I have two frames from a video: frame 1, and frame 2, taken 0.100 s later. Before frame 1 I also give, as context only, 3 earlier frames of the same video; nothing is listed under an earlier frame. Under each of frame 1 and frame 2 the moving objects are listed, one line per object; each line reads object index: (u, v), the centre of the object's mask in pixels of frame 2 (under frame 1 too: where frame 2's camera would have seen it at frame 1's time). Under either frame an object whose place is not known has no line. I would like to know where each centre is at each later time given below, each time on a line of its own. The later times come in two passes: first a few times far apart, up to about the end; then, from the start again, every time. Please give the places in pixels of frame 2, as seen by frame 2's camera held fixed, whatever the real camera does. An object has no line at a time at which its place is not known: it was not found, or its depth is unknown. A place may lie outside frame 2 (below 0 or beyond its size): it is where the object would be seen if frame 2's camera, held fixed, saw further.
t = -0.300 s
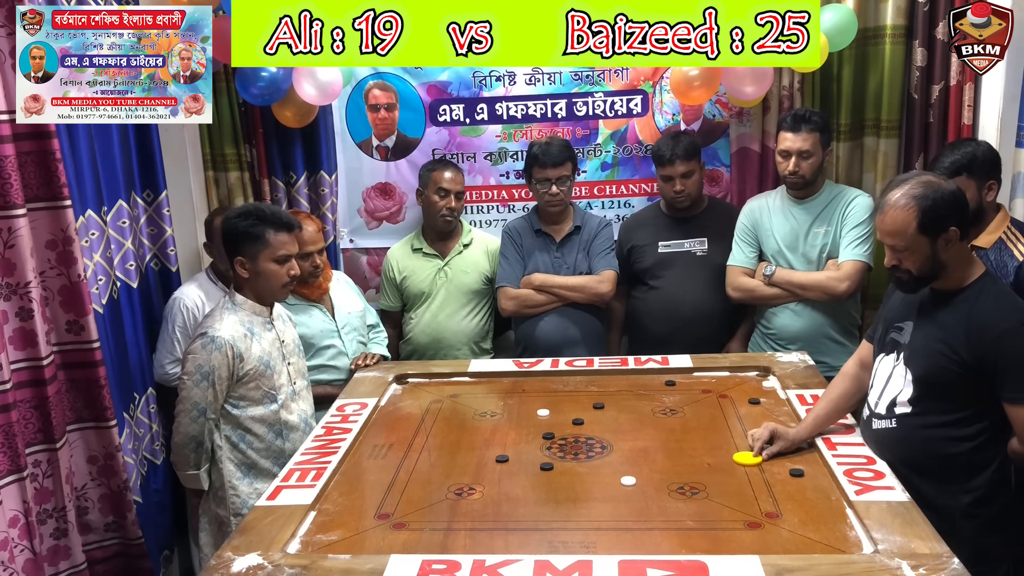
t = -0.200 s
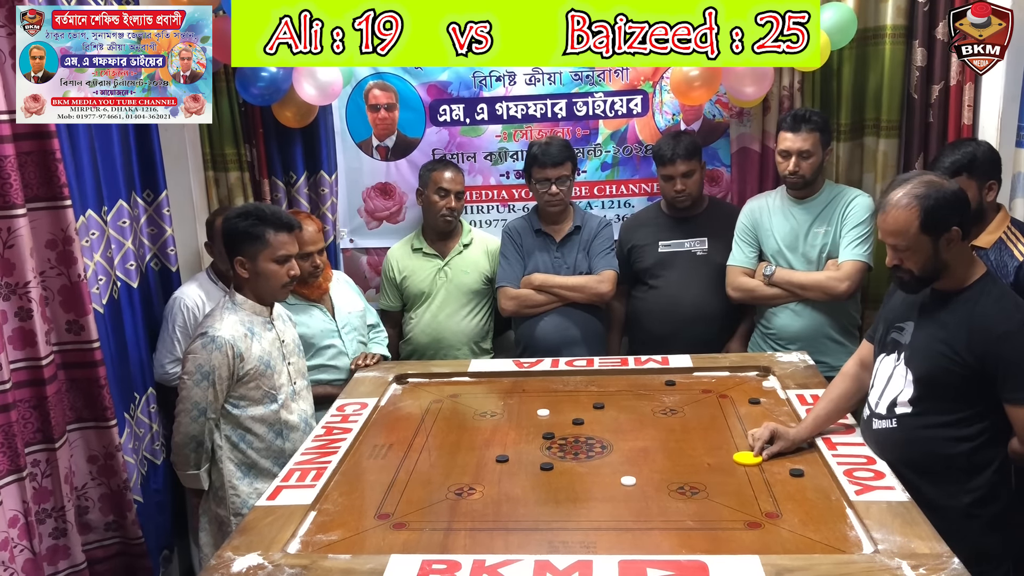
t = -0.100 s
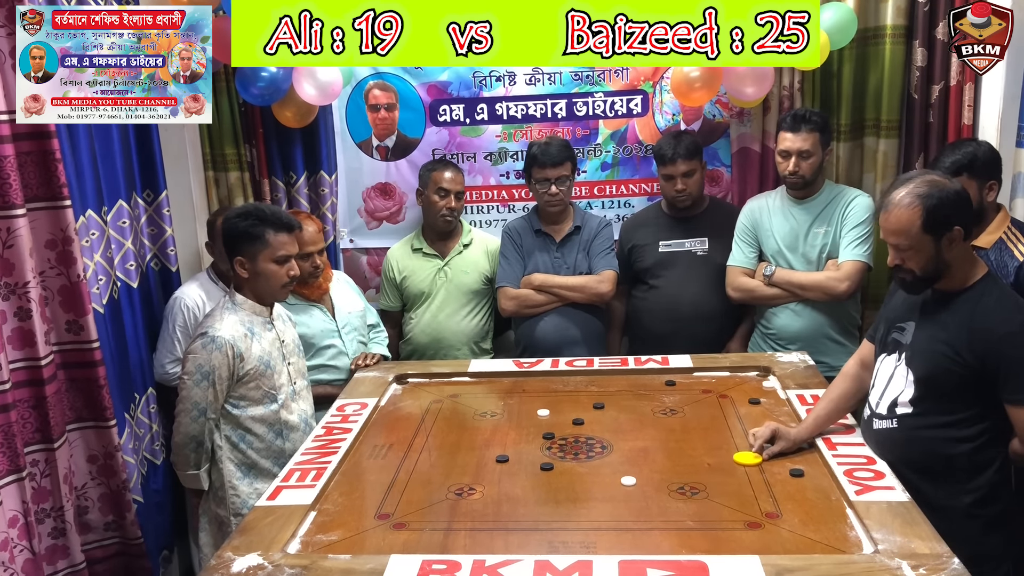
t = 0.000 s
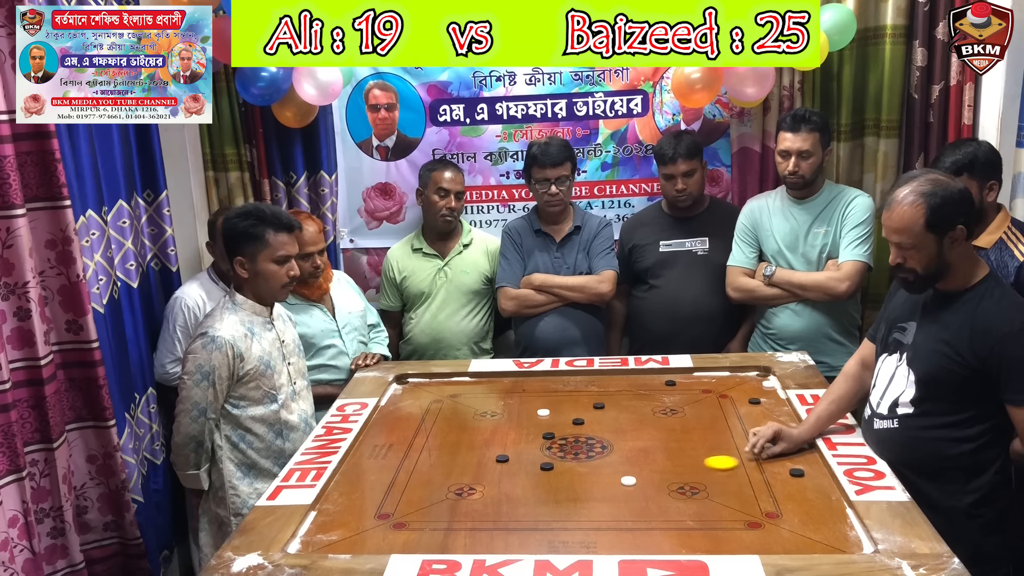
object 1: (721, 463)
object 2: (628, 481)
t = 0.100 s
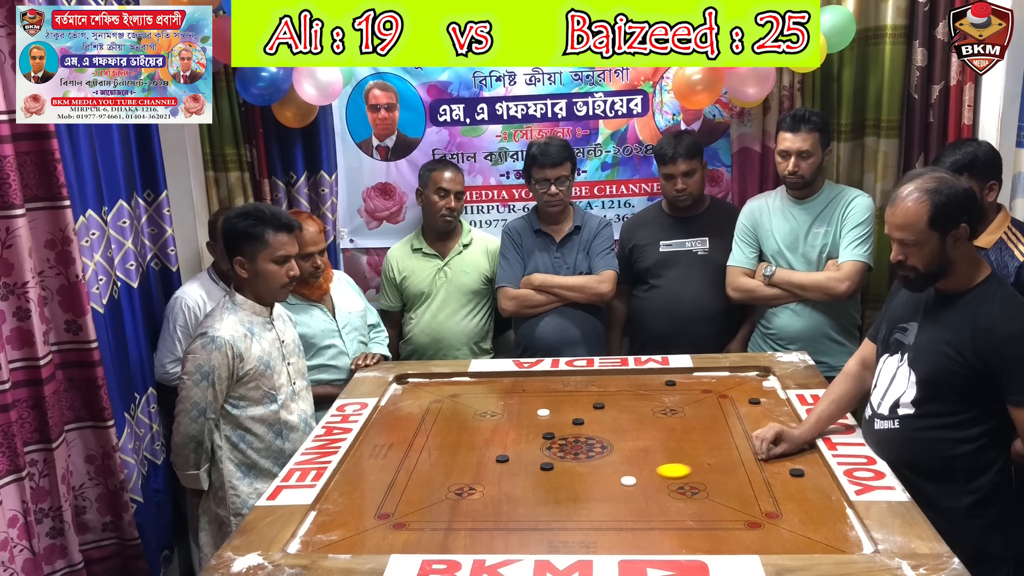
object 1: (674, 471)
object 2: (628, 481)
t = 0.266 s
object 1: (616, 480)
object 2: (560, 497)
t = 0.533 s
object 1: (558, 489)
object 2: (398, 539)
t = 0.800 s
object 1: (528, 493)
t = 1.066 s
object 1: (524, 494)
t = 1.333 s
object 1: (524, 494)
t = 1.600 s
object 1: (524, 494)
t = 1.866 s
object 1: (524, 494)
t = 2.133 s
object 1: (524, 494)
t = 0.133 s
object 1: (658, 473)
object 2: (628, 481)
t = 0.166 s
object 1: (645, 476)
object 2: (622, 482)
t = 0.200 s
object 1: (634, 477)
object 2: (601, 487)
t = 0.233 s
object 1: (625, 479)
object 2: (581, 492)
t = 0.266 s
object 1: (616, 480)
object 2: (560, 497)
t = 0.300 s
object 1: (607, 481)
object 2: (539, 503)
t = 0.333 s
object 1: (599, 482)
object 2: (519, 508)
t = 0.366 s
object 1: (591, 484)
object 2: (498, 514)
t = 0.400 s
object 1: (583, 485)
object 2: (478, 519)
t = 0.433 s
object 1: (576, 486)
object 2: (458, 524)
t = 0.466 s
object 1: (570, 487)
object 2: (438, 529)
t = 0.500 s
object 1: (563, 488)
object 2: (418, 534)
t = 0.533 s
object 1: (558, 489)
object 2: (398, 539)
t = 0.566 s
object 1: (552, 489)
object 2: (379, 544)
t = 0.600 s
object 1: (547, 490)
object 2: (361, 549)
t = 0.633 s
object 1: (543, 491)
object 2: (343, 552)
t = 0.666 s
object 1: (539, 492)
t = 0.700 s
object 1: (536, 492)
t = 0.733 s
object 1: (533, 493)
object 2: (304, 552)
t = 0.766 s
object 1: (530, 493)
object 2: (298, 553)
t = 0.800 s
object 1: (528, 493)
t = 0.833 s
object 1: (526, 494)
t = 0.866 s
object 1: (525, 494)
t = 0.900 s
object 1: (524, 494)
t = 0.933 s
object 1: (524, 494)
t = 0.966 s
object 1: (524, 494)
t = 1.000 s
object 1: (524, 494)
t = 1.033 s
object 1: (524, 494)
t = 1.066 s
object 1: (524, 494)
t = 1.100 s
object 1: (524, 494)
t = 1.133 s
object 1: (524, 494)
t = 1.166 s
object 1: (524, 494)
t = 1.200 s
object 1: (524, 494)
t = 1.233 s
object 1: (524, 494)
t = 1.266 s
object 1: (524, 494)
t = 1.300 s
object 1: (524, 494)
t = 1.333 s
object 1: (524, 494)
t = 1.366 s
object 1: (524, 494)
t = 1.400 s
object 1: (524, 494)
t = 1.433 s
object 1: (524, 494)
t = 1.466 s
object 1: (524, 494)
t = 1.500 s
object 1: (524, 494)
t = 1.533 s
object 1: (524, 494)
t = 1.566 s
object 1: (524, 494)
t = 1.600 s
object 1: (524, 494)
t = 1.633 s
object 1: (524, 494)
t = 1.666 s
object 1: (524, 494)
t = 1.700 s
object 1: (524, 494)
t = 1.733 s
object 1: (524, 494)
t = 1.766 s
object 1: (524, 494)
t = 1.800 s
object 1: (524, 494)
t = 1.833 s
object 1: (524, 494)
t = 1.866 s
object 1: (524, 494)
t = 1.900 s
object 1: (524, 494)
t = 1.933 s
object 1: (524, 494)
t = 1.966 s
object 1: (524, 494)
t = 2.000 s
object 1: (524, 494)
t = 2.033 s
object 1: (524, 494)
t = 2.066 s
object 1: (524, 494)
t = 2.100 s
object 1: (524, 494)
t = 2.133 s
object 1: (524, 494)
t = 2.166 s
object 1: (524, 494)
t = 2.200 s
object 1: (524, 494)
